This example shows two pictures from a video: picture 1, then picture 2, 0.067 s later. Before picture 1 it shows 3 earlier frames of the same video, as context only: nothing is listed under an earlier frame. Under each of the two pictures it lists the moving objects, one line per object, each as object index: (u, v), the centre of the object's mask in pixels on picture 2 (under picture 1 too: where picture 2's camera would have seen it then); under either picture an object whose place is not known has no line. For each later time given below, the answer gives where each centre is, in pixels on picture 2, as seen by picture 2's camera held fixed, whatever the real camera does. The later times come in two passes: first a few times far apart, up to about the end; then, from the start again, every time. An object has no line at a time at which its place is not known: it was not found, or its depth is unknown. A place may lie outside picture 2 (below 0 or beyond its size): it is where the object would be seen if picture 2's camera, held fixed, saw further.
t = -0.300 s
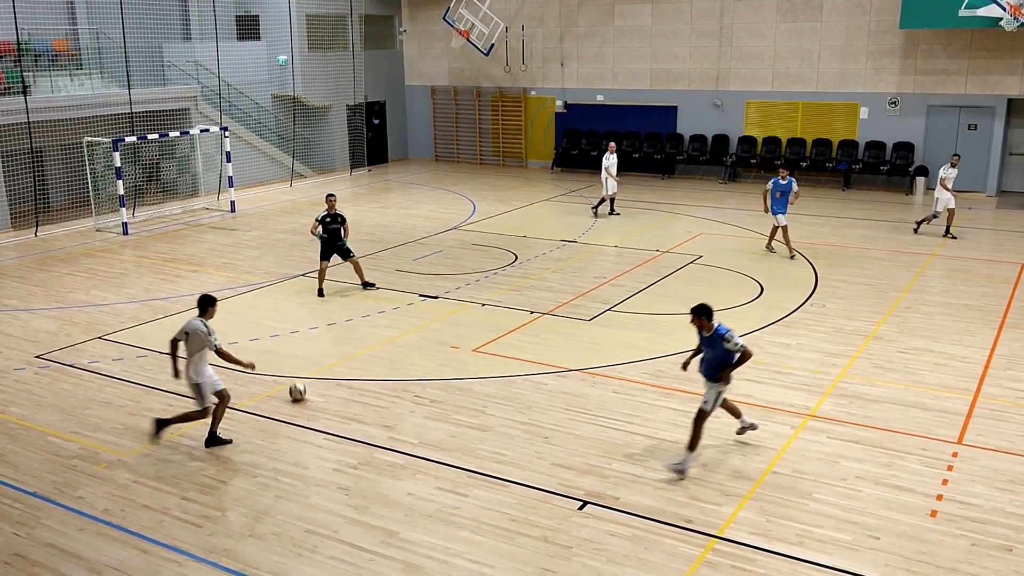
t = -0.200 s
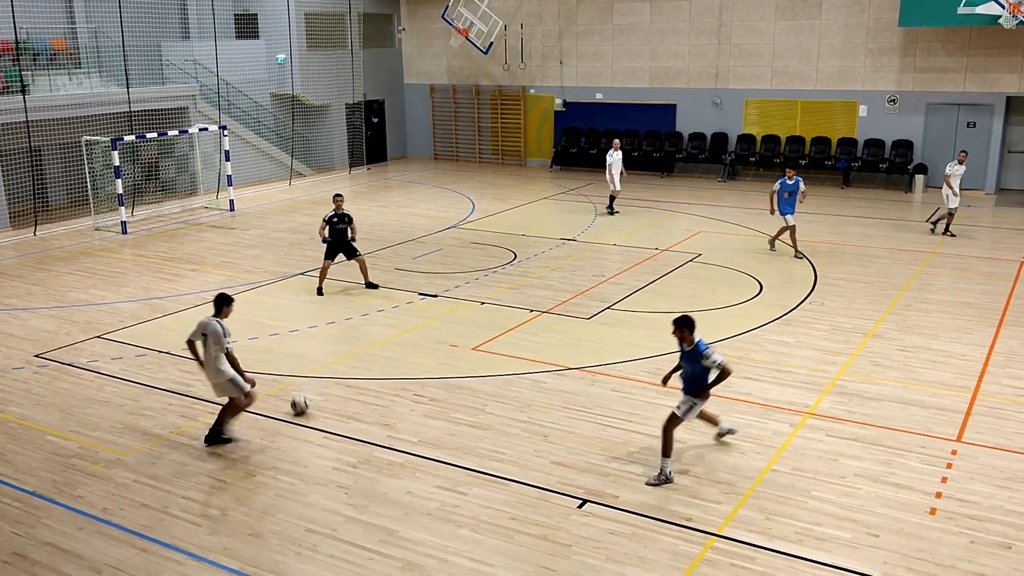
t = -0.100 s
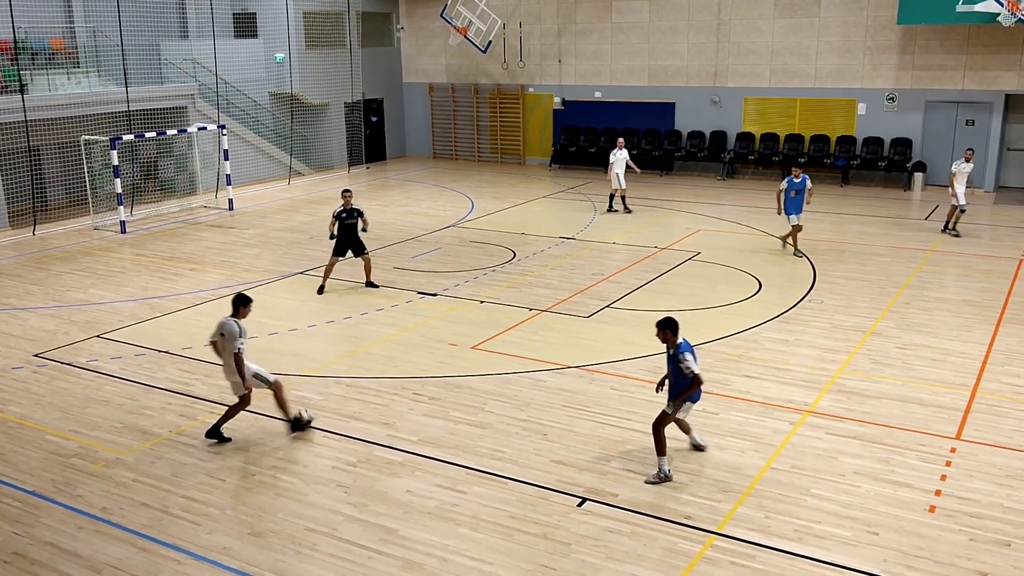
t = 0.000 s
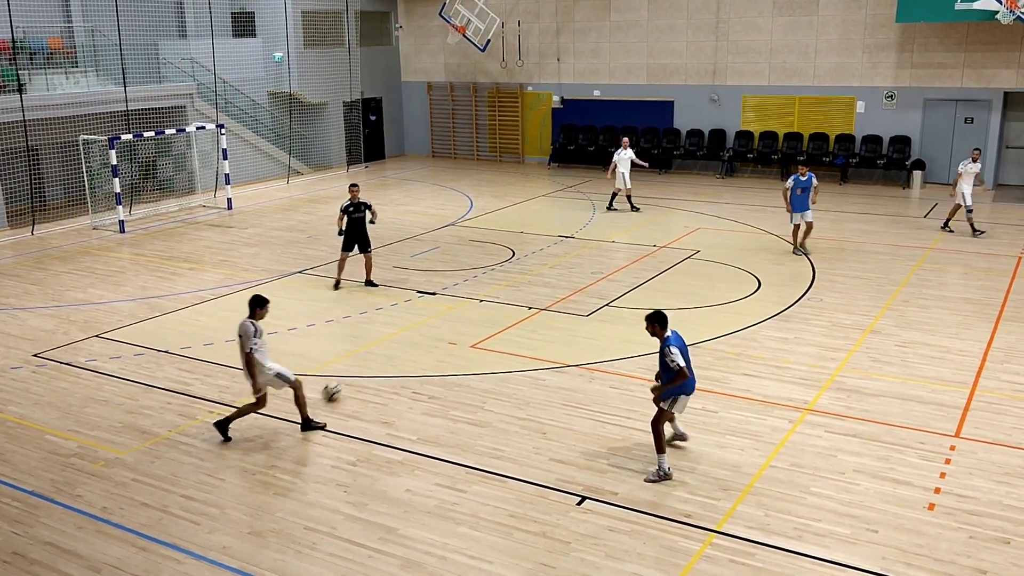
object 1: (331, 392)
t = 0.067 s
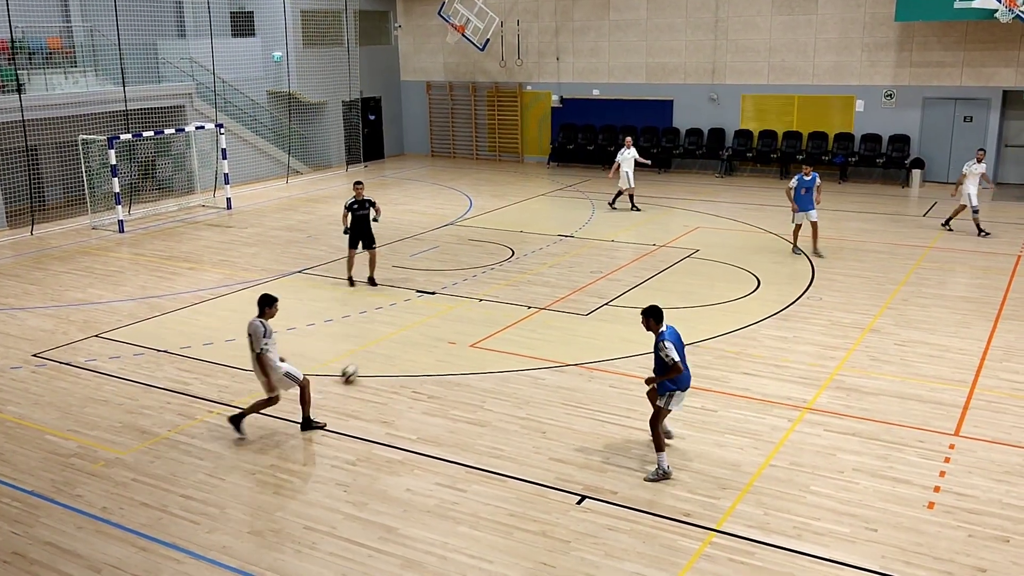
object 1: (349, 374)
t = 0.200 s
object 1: (377, 346)
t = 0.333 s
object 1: (399, 324)
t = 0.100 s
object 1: (357, 366)
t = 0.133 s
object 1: (364, 359)
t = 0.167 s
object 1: (371, 353)
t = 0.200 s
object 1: (377, 346)
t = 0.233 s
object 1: (383, 341)
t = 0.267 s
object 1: (388, 335)
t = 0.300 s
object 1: (395, 329)
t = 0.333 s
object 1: (399, 324)
